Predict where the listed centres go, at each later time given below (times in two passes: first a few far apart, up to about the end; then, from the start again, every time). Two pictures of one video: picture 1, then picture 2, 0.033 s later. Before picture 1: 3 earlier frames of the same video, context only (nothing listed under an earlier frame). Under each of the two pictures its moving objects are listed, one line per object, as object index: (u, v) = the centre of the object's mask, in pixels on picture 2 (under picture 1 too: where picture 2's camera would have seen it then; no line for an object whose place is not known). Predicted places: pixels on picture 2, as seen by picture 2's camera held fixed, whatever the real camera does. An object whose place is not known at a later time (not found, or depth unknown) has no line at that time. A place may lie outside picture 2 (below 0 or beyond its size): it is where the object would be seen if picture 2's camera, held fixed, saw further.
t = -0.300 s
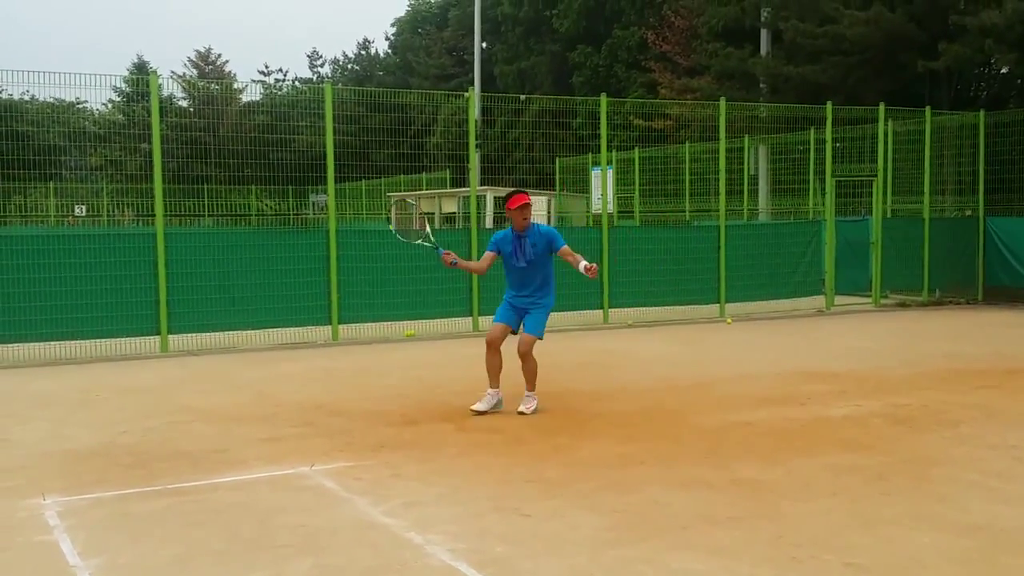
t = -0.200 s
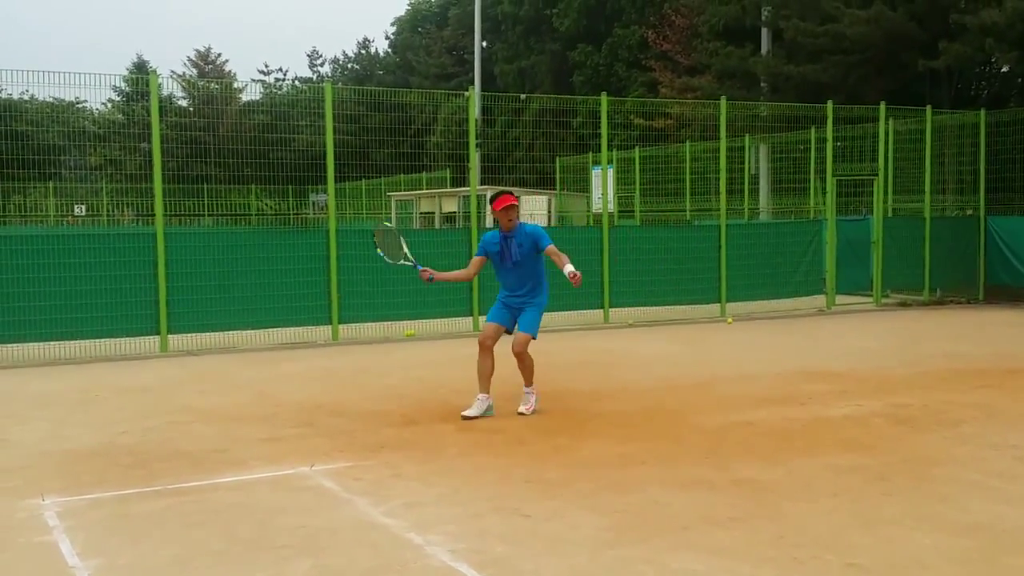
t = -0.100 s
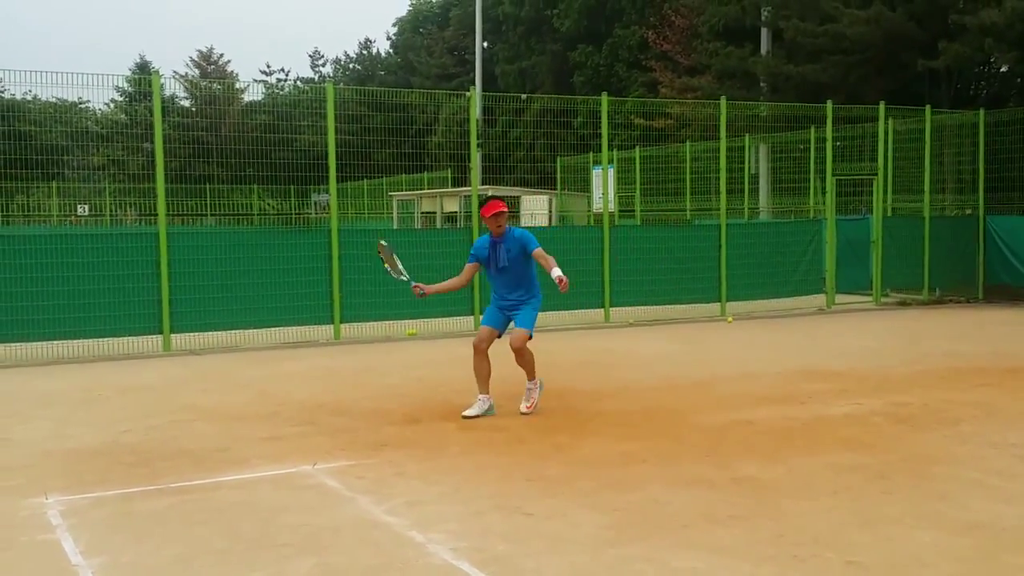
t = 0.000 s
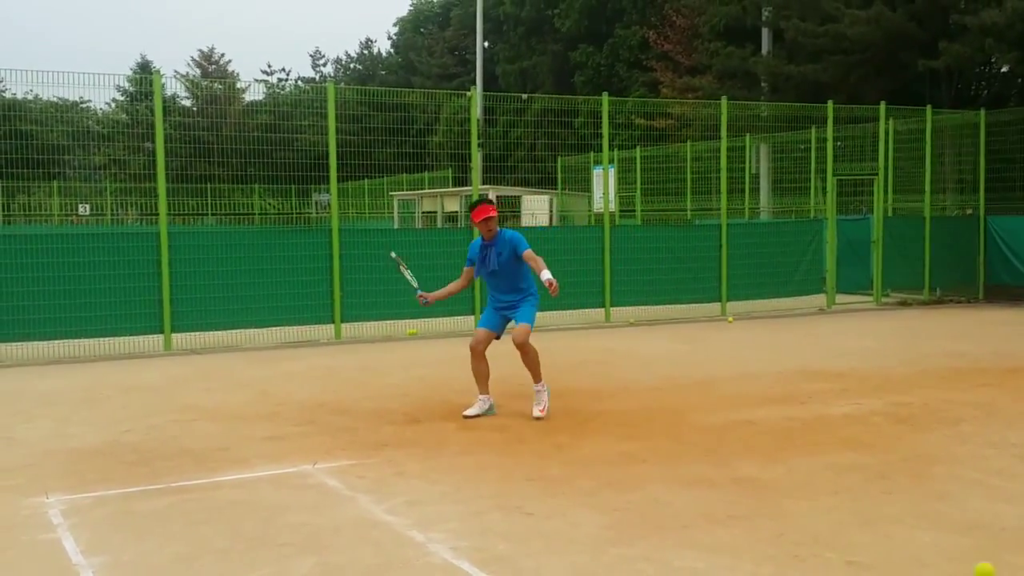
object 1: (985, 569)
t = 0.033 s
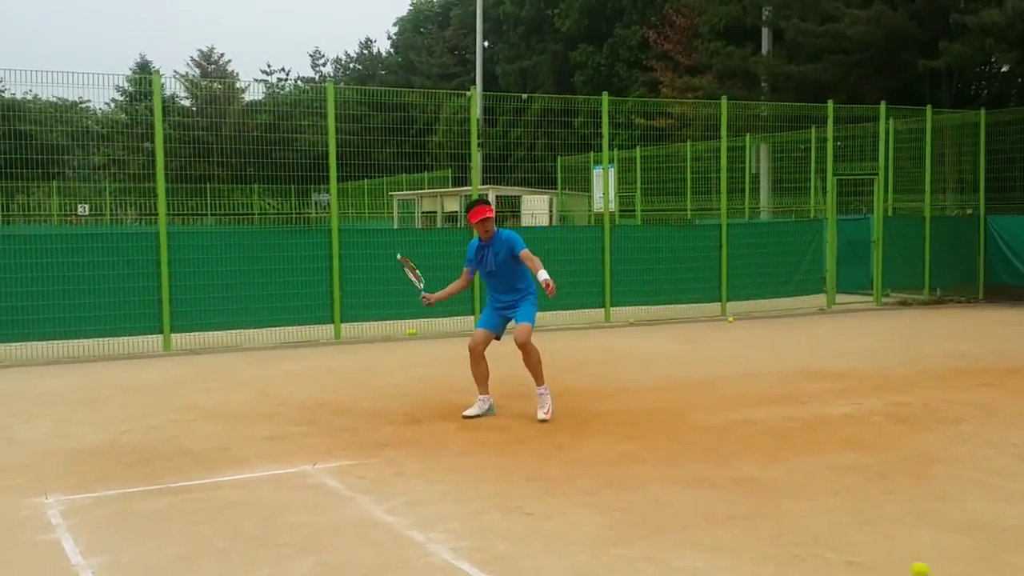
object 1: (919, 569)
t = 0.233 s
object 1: (718, 383)
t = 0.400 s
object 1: (594, 325)
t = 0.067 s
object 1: (881, 528)
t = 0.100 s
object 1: (846, 490)
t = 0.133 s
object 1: (811, 457)
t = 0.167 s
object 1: (778, 428)
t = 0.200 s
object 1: (747, 404)
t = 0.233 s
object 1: (718, 383)
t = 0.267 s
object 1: (691, 365)
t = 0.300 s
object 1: (664, 352)
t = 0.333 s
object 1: (640, 340)
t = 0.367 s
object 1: (616, 331)
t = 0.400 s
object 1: (594, 325)
